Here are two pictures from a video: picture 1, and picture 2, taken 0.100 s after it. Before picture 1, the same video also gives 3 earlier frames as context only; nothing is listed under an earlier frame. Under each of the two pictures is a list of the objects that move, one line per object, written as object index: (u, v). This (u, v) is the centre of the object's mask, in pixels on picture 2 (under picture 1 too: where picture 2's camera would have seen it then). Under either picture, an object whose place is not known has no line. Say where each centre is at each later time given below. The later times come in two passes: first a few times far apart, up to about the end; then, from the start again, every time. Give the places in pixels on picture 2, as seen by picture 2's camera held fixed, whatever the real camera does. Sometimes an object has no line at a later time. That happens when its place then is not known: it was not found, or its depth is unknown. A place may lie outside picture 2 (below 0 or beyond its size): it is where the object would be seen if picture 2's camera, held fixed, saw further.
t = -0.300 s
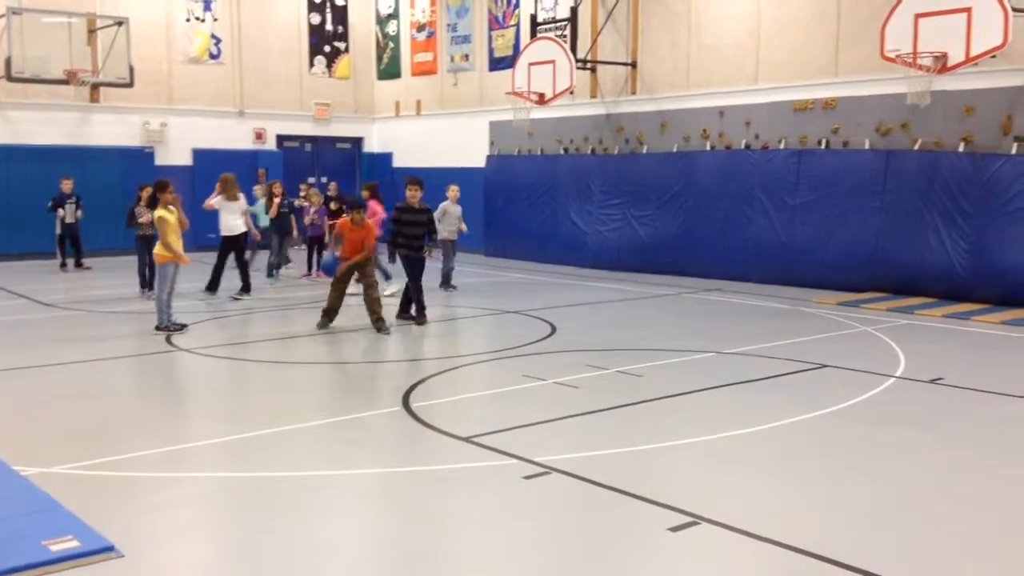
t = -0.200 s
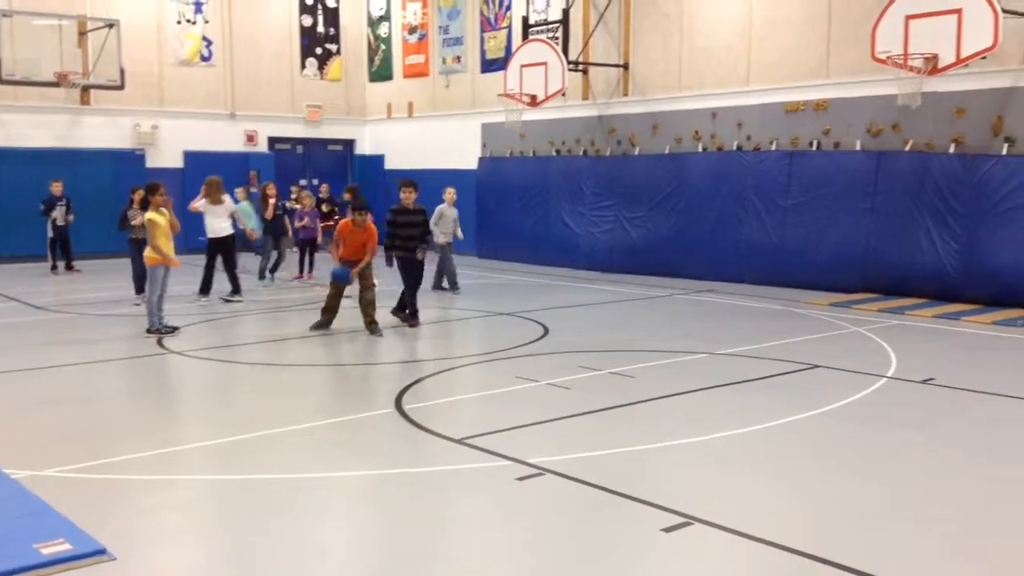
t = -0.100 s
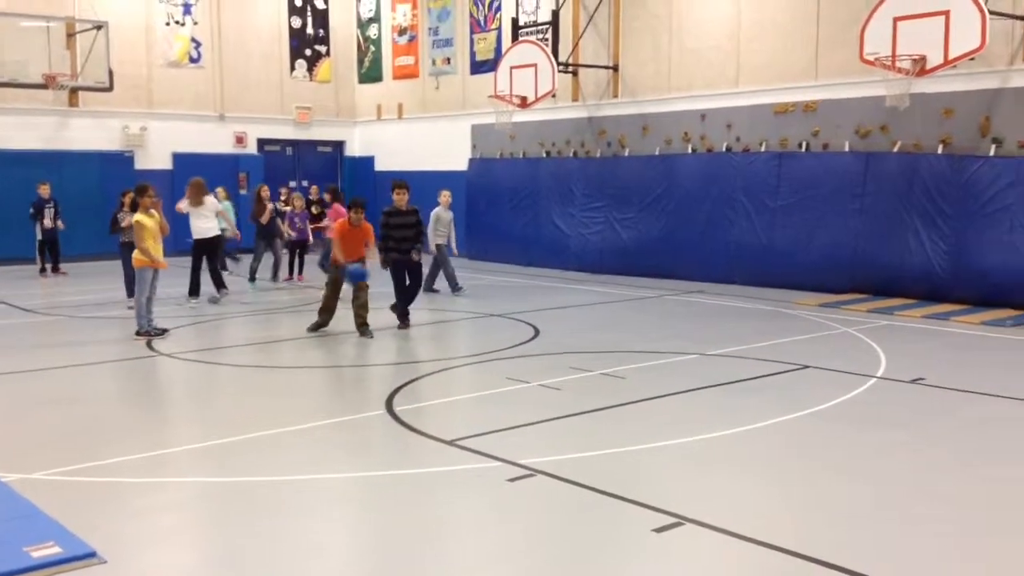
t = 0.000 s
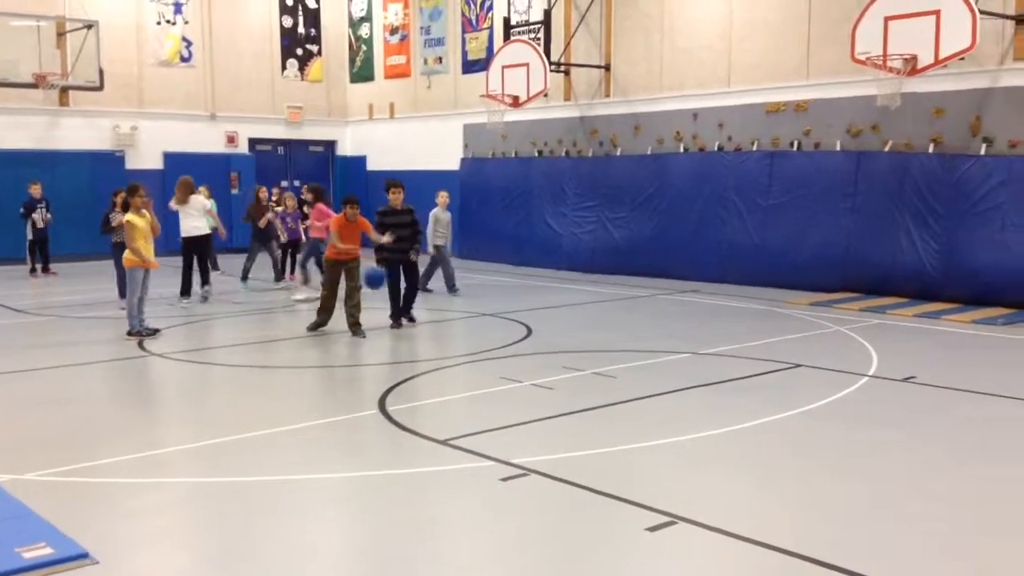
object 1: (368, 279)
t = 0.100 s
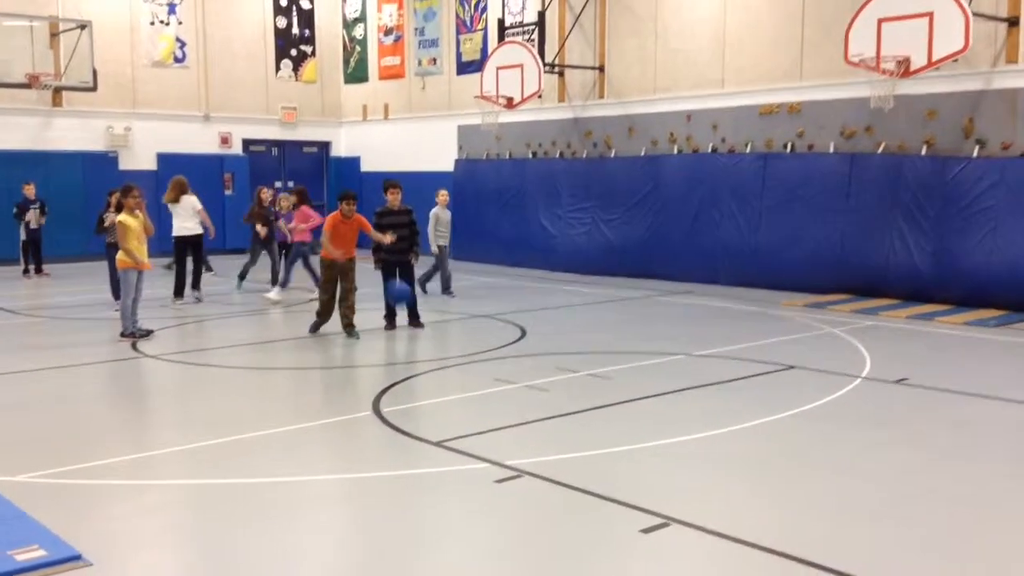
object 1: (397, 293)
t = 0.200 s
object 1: (432, 322)
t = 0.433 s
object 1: (497, 357)
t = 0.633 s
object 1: (545, 363)
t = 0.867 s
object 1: (611, 409)
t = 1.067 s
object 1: (675, 433)
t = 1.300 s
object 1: (763, 467)
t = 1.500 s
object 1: (849, 495)
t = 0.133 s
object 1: (409, 302)
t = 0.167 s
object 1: (420, 313)
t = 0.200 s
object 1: (432, 322)
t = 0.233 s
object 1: (442, 335)
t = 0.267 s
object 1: (453, 349)
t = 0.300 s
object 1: (465, 368)
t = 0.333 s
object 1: (474, 375)
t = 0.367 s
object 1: (480, 368)
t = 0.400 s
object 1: (489, 362)
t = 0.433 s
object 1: (497, 357)
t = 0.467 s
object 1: (504, 355)
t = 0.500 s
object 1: (512, 353)
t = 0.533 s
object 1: (520, 353)
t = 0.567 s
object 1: (528, 355)
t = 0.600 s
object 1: (536, 358)
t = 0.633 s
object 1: (545, 363)
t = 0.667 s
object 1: (554, 370)
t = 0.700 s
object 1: (563, 379)
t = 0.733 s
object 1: (572, 390)
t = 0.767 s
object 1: (582, 403)
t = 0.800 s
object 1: (592, 415)
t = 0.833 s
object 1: (602, 411)
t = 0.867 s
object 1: (611, 409)
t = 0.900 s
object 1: (621, 409)
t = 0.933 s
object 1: (631, 410)
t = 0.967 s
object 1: (641, 412)
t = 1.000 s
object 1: (652, 417)
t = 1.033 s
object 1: (664, 424)
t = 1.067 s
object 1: (675, 433)
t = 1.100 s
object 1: (687, 445)
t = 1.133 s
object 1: (699, 445)
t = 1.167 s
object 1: (711, 444)
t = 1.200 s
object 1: (723, 446)
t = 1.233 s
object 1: (736, 450)
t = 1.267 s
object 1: (748, 455)
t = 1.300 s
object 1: (763, 467)
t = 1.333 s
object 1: (778, 472)
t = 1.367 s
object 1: (791, 473)
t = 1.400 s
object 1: (805, 475)
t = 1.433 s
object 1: (820, 481)
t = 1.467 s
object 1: (833, 489)
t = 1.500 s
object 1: (849, 495)
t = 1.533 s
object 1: (865, 498)
